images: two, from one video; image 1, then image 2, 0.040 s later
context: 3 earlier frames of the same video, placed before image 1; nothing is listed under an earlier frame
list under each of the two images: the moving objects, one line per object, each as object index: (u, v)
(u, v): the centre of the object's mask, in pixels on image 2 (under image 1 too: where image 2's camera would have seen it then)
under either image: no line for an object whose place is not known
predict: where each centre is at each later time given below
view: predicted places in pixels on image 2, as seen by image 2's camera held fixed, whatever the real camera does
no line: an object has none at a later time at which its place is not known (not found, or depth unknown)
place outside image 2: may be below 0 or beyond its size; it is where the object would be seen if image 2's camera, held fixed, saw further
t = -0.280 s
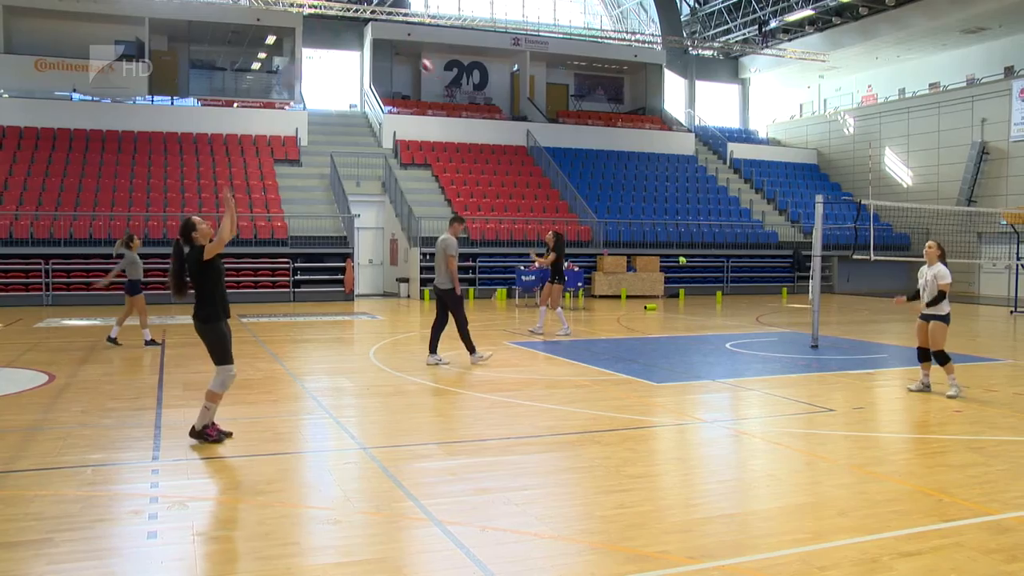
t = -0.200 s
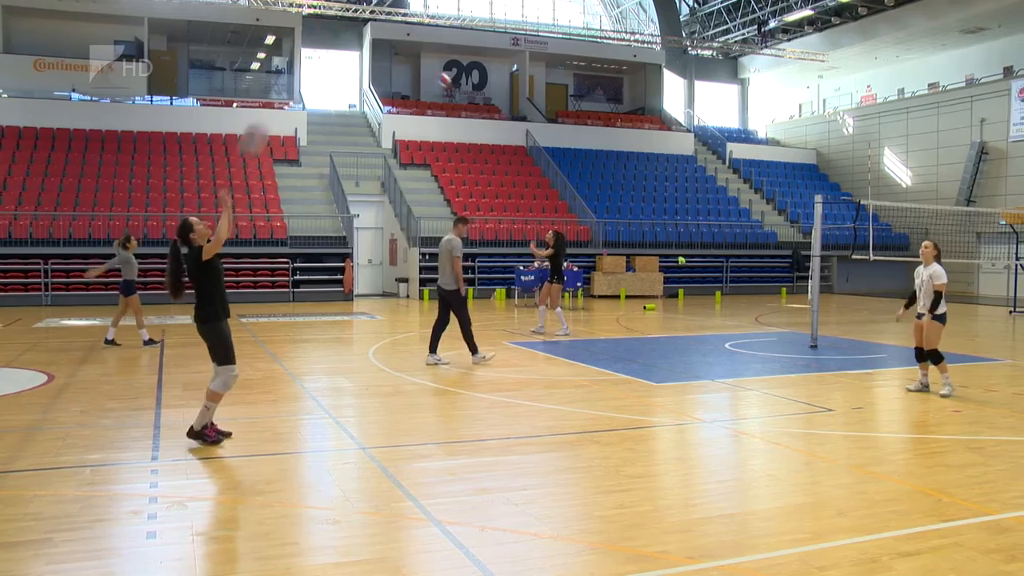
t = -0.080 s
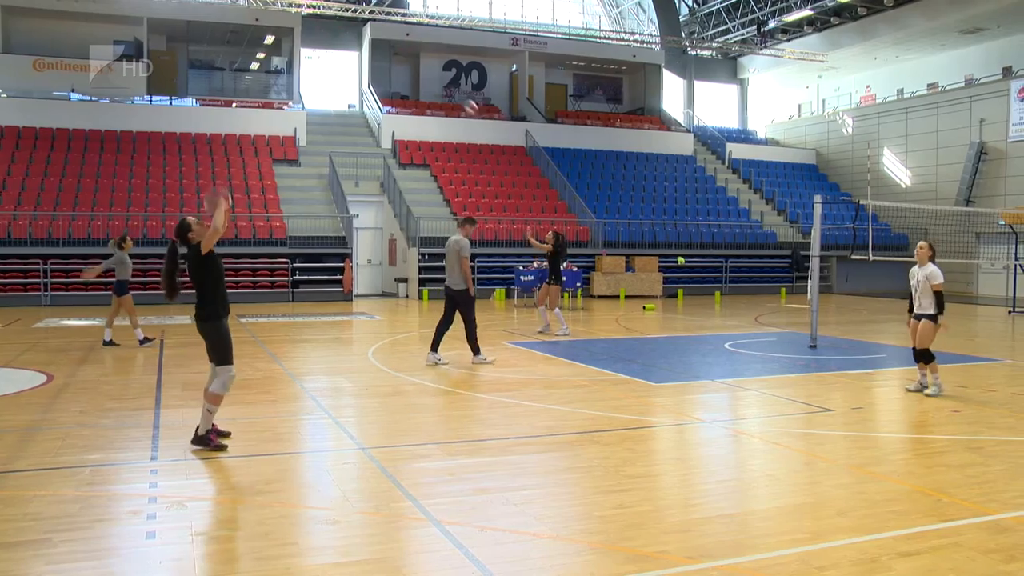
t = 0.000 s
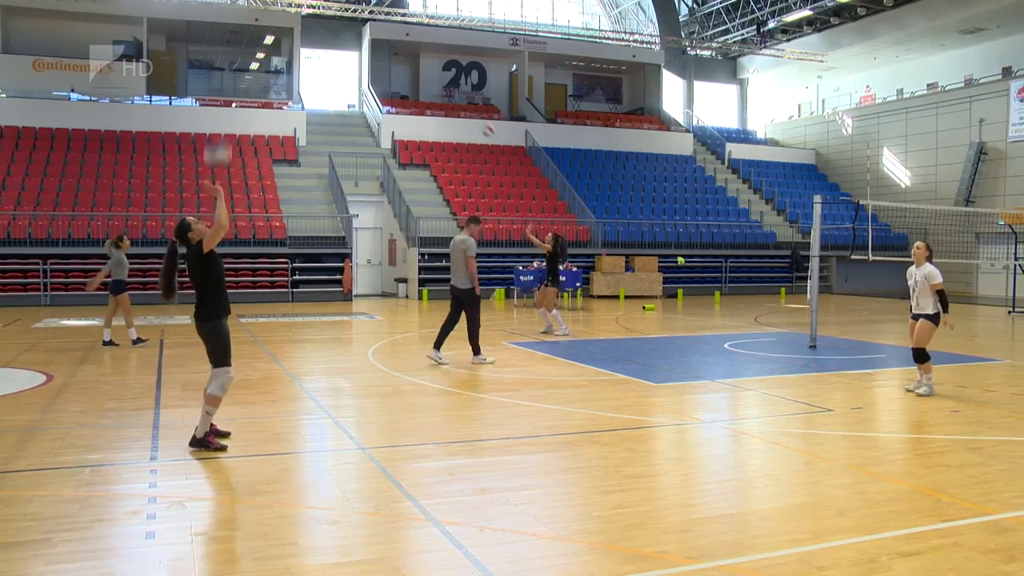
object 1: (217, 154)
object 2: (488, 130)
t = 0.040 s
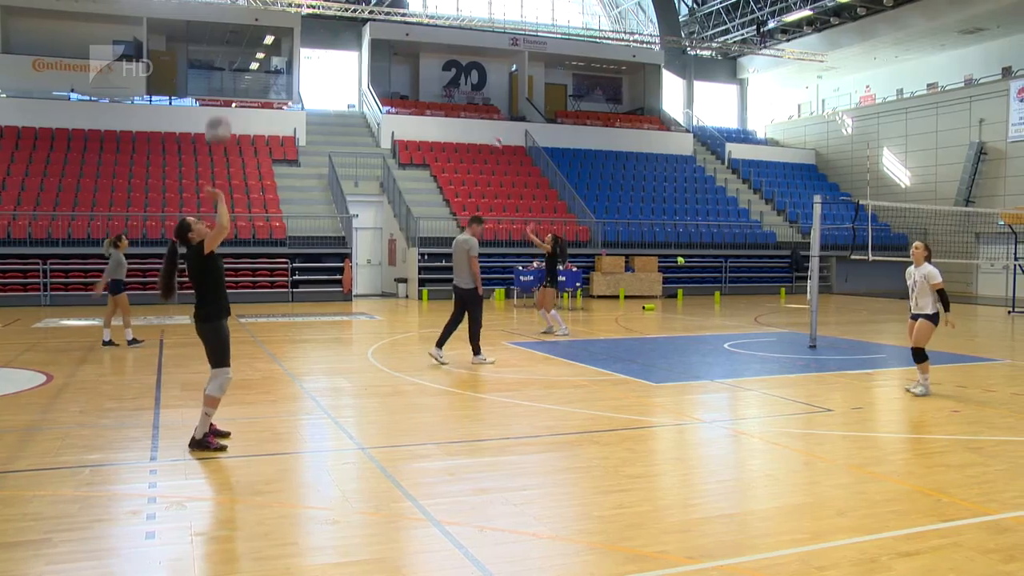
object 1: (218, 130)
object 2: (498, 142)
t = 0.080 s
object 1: (219, 111)
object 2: (503, 153)
